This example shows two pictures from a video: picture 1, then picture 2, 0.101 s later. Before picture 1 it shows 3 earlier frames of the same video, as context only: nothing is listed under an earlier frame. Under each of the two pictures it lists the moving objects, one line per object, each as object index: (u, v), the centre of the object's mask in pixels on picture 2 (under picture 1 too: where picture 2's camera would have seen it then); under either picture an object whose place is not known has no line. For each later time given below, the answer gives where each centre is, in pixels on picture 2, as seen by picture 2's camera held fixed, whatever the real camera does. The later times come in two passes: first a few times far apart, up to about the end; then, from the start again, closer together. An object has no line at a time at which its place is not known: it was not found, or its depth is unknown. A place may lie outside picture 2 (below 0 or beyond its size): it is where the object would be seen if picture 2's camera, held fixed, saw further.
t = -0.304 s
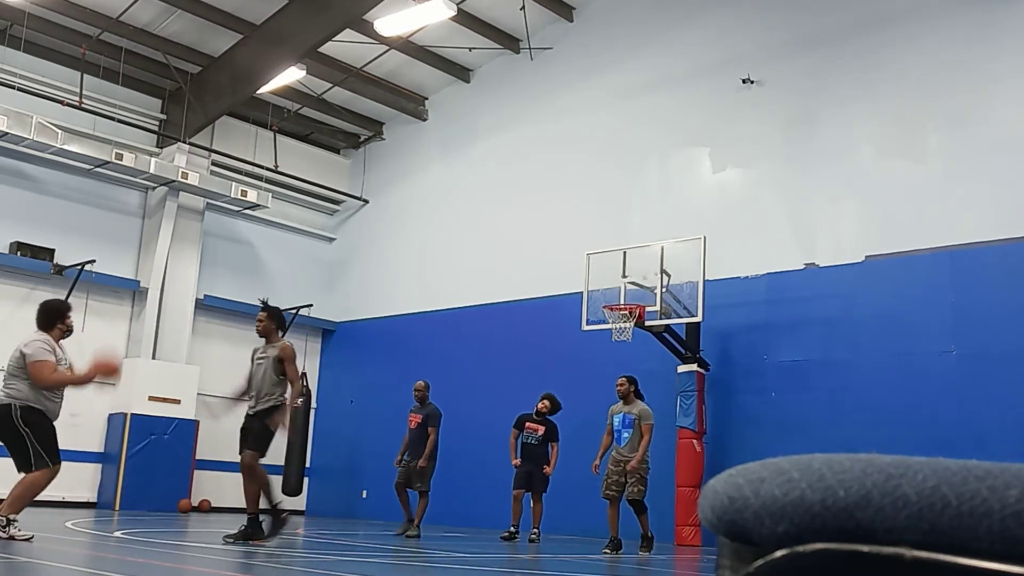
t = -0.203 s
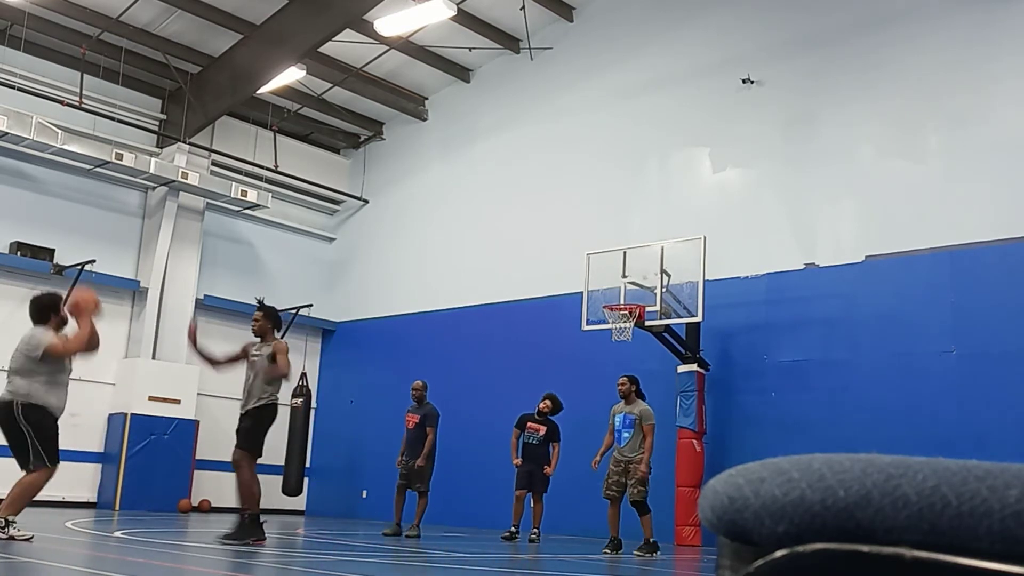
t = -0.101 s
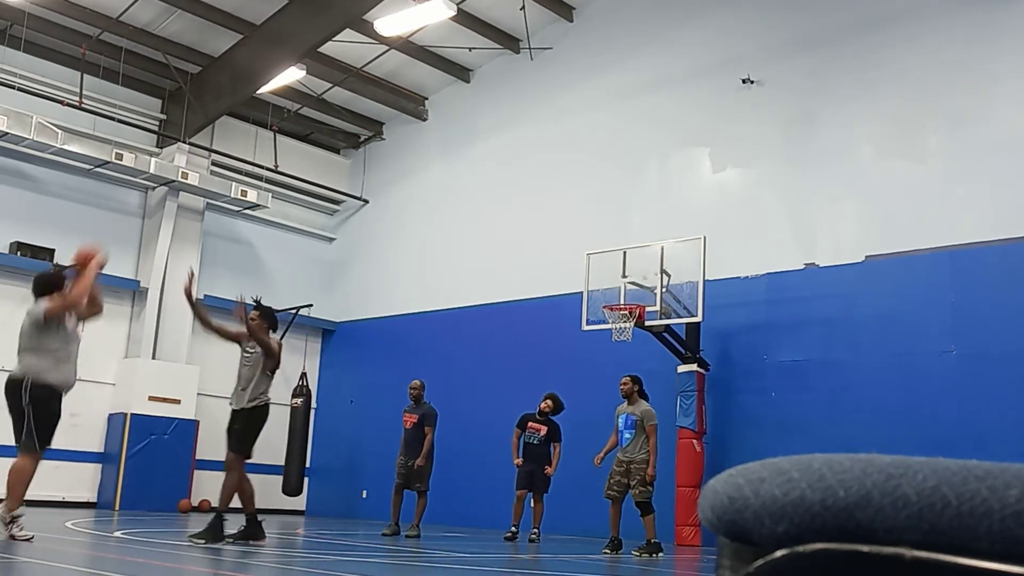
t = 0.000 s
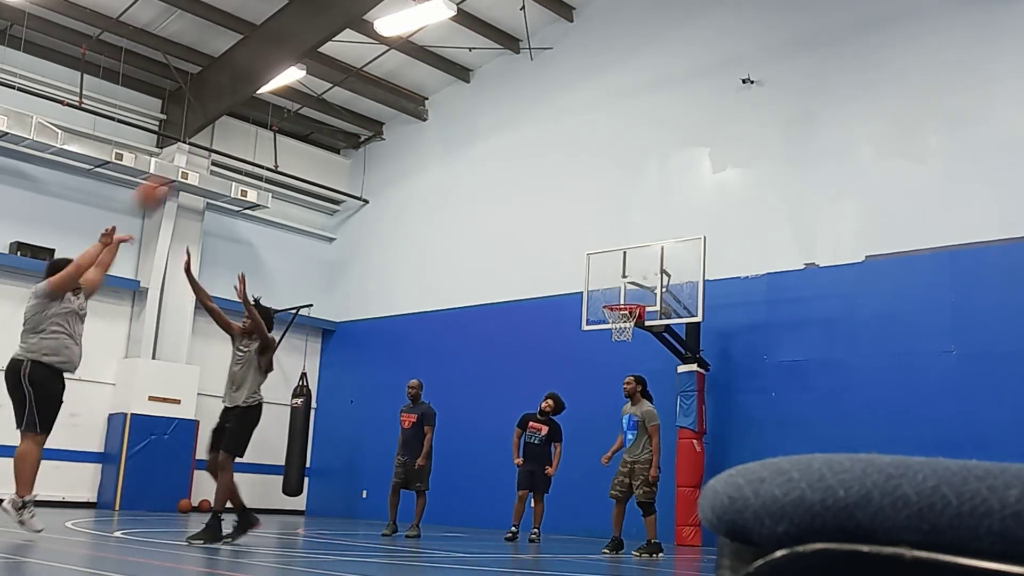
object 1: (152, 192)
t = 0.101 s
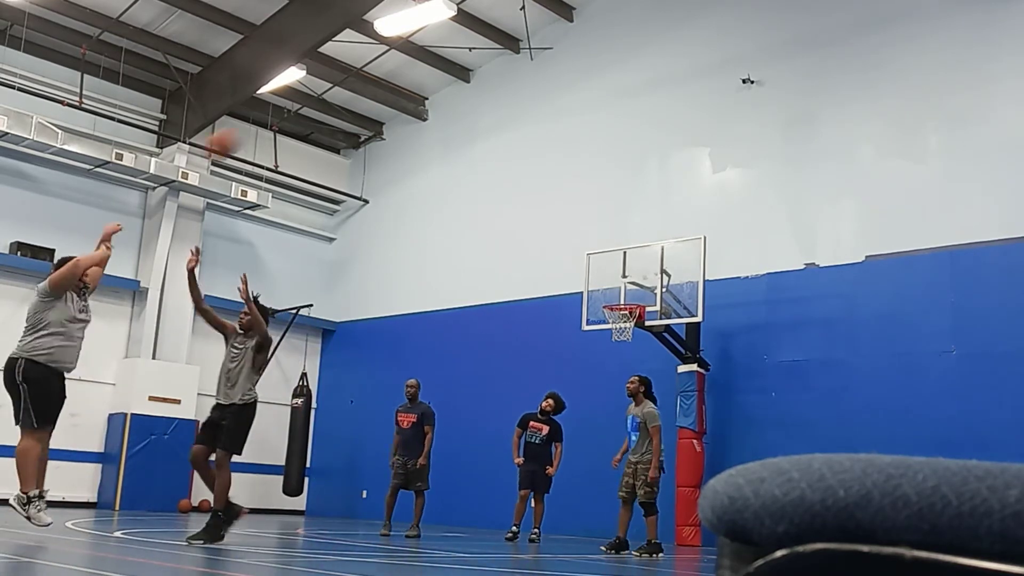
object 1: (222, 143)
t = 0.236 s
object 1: (300, 101)
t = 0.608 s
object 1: (460, 92)
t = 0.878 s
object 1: (545, 152)
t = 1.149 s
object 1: (615, 255)
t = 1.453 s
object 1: (605, 254)
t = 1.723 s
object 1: (568, 247)
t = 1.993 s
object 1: (532, 288)
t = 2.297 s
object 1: (492, 388)
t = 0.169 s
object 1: (266, 117)
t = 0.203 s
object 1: (283, 108)
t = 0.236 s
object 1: (300, 101)
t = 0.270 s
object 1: (317, 95)
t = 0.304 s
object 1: (337, 89)
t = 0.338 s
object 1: (353, 84)
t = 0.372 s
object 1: (366, 83)
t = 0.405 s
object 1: (381, 80)
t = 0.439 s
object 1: (396, 79)
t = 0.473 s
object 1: (409, 81)
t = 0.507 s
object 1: (423, 82)
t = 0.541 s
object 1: (436, 85)
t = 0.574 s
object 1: (448, 88)
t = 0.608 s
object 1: (460, 92)
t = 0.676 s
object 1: (483, 103)
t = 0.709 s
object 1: (494, 110)
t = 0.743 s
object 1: (505, 116)
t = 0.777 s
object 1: (516, 124)
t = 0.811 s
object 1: (526, 133)
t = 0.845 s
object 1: (536, 142)
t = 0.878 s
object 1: (545, 152)
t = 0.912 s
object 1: (554, 163)
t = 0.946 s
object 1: (564, 174)
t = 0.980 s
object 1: (572, 185)
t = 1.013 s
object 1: (581, 198)
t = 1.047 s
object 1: (590, 211)
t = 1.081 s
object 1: (599, 224)
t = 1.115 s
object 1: (607, 239)
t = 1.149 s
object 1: (615, 255)
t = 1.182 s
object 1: (623, 271)
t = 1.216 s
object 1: (630, 285)
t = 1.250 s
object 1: (634, 294)
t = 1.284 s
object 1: (630, 285)
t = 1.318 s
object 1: (625, 277)
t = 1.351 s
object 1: (620, 271)
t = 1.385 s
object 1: (615, 264)
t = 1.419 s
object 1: (610, 258)
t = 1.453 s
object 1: (605, 254)
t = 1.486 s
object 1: (601, 250)
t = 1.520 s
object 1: (596, 247)
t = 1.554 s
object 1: (591, 245)
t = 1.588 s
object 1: (587, 244)
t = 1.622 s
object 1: (582, 243)
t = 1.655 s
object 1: (577, 244)
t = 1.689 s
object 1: (573, 245)
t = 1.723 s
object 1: (568, 247)
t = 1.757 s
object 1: (563, 250)
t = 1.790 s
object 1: (559, 253)
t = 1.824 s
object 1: (554, 257)
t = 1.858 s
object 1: (550, 262)
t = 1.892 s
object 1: (545, 268)
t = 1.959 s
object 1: (537, 281)
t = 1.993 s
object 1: (532, 288)
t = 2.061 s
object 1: (522, 307)
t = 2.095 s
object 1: (518, 316)
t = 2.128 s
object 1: (514, 326)
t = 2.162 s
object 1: (510, 337)
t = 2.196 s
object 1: (505, 349)
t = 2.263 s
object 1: (496, 374)
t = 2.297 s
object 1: (492, 388)
